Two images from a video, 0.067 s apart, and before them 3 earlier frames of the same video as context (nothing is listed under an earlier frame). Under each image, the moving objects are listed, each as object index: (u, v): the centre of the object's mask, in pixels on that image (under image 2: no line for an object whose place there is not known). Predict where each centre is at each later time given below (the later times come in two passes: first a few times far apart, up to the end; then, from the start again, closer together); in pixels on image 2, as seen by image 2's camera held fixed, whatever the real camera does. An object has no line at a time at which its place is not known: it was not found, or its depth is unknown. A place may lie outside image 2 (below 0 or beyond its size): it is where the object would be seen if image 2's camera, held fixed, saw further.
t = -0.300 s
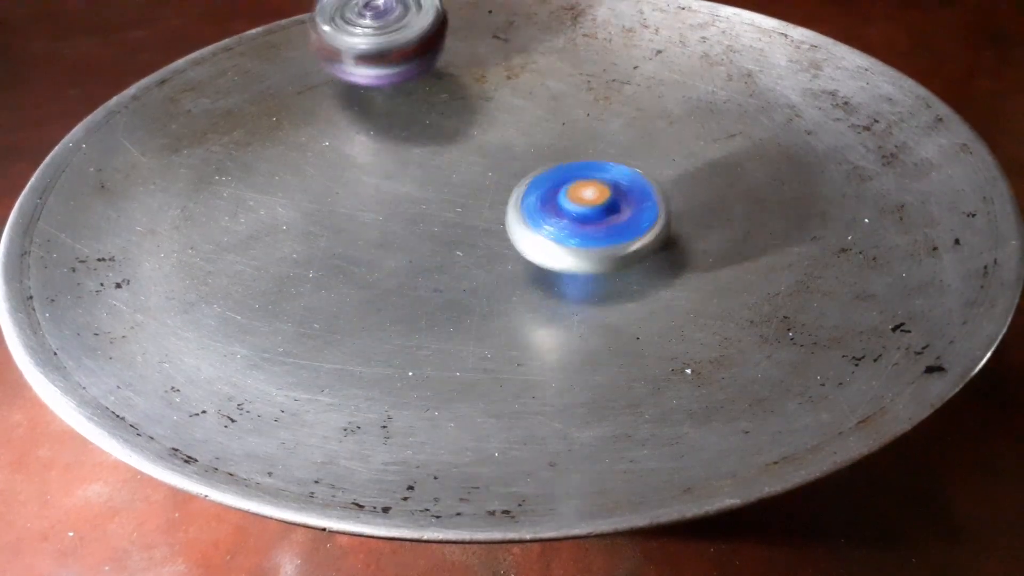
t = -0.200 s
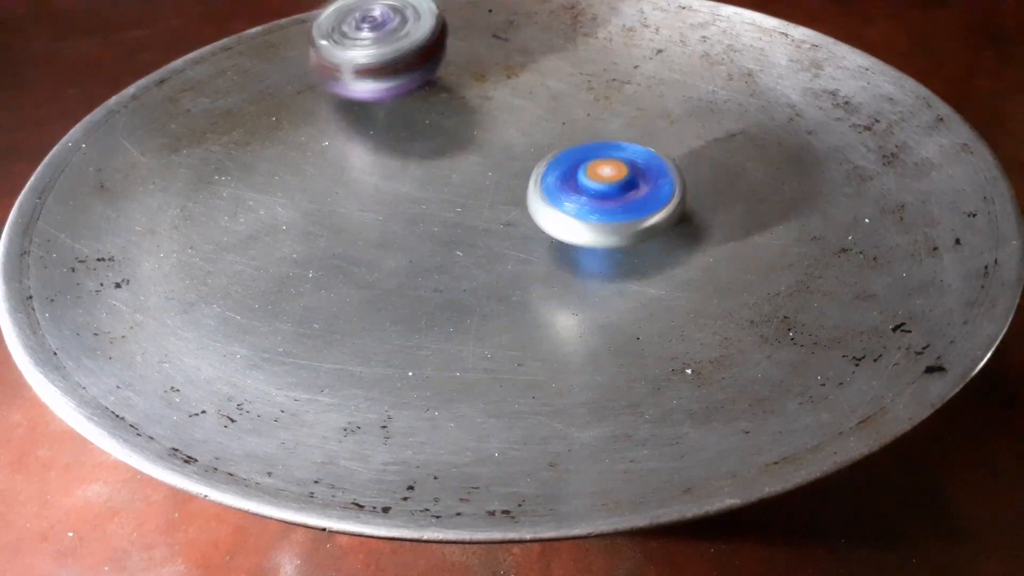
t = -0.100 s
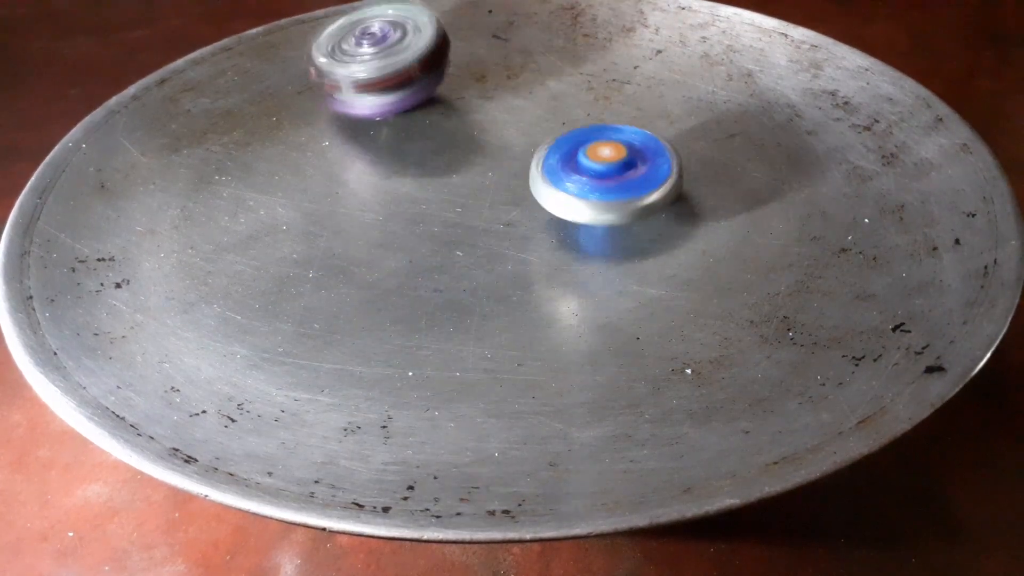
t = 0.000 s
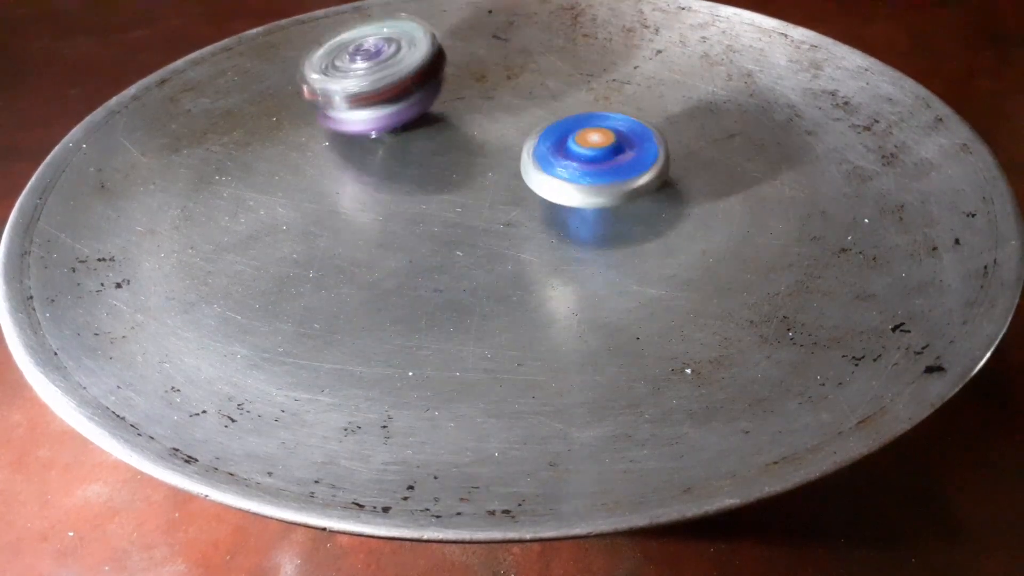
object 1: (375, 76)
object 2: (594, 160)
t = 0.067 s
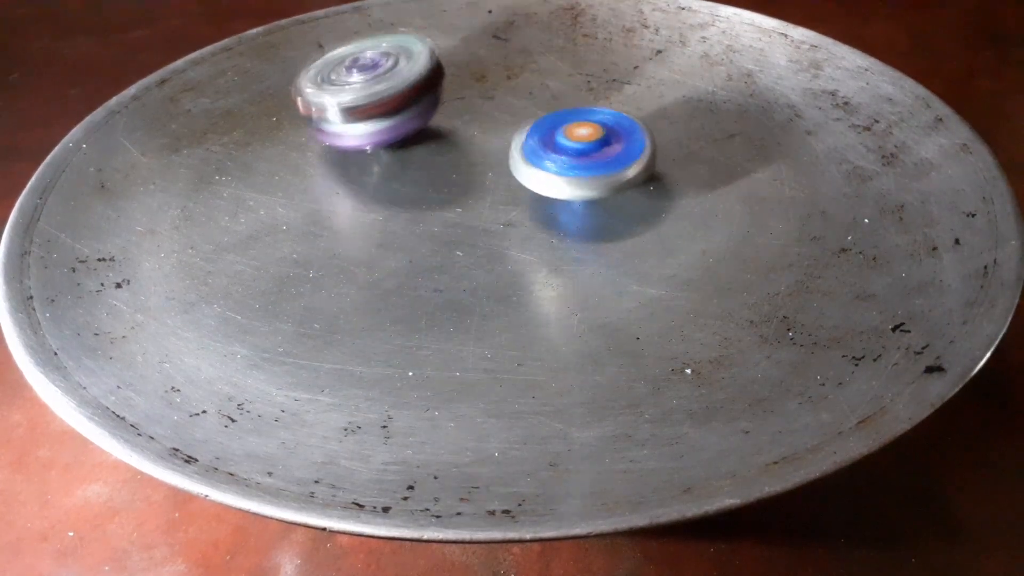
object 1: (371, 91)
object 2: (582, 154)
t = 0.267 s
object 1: (342, 136)
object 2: (524, 153)
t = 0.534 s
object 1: (294, 169)
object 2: (467, 186)
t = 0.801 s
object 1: (258, 171)
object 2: (477, 216)
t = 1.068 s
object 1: (294, 163)
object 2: (509, 216)
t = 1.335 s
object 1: (345, 163)
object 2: (523, 209)
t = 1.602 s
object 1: (352, 158)
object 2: (567, 192)
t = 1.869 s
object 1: (298, 143)
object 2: (649, 145)
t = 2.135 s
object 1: (328, 152)
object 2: (551, 120)
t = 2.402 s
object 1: (371, 173)
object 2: (478, 122)
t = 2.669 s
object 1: (275, 256)
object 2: (491, 93)
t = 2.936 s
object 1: (257, 257)
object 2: (411, 122)
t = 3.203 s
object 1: (335, 229)
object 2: (406, 152)
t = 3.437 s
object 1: (433, 225)
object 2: (553, 156)
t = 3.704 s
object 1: (477, 227)
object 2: (622, 169)
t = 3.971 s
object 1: (283, 249)
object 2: (602, 131)
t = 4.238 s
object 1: (322, 196)
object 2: (475, 151)
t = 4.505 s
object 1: (365, 189)
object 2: (458, 127)
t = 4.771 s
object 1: (401, 207)
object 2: (384, 123)
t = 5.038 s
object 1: (428, 210)
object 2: (355, 124)
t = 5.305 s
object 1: (490, 212)
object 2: (377, 145)
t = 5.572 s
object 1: (517, 217)
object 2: (425, 147)
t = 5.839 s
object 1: (518, 211)
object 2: (462, 135)
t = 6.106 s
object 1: (491, 226)
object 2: (482, 145)
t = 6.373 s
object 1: (405, 255)
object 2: (528, 145)
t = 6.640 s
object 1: (362, 208)
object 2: (492, 166)
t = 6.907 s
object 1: (298, 177)
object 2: (492, 170)
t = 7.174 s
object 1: (303, 178)
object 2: (470, 185)
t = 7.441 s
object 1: (310, 169)
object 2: (484, 199)
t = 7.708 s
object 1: (350, 165)
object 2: (528, 204)
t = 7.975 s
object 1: (347, 164)
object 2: (516, 186)
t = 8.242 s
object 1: (353, 160)
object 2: (501, 185)
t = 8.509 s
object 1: (359, 157)
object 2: (509, 186)
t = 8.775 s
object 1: (357, 154)
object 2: (508, 188)
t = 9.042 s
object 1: (365, 149)
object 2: (509, 191)
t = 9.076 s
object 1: (366, 149)
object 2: (505, 191)
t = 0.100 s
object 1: (368, 98)
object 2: (575, 151)
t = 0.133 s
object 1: (364, 106)
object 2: (566, 149)
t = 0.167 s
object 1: (360, 114)
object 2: (557, 149)
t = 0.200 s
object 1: (354, 122)
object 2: (546, 149)
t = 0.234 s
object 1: (348, 130)
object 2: (535, 151)
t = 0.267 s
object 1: (342, 136)
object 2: (524, 153)
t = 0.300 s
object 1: (335, 143)
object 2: (515, 156)
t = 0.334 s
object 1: (330, 150)
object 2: (507, 160)
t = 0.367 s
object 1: (324, 154)
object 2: (499, 163)
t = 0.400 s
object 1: (317, 158)
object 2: (493, 168)
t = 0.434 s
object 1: (311, 162)
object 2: (486, 173)
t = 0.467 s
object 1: (305, 165)
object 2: (479, 177)
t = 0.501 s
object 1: (299, 167)
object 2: (472, 182)
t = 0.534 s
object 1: (294, 169)
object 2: (467, 186)
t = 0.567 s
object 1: (288, 170)
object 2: (464, 190)
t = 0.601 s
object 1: (282, 170)
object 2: (462, 194)
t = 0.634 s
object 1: (277, 171)
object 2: (463, 198)
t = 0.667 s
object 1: (272, 171)
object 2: (465, 202)
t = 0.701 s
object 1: (267, 172)
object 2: (468, 206)
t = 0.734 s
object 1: (263, 172)
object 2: (471, 210)
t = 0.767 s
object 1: (260, 171)
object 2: (473, 212)
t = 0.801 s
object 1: (258, 171)
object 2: (477, 216)
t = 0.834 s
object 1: (257, 171)
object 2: (481, 218)
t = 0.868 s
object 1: (258, 170)
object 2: (485, 220)
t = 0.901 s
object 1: (259, 169)
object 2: (489, 221)
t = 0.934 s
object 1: (261, 167)
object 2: (493, 222)
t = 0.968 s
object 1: (266, 166)
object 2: (498, 222)
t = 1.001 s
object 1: (279, 164)
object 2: (507, 220)
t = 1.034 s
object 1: (285, 163)
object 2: (508, 218)
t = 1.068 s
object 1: (294, 163)
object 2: (509, 216)
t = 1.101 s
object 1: (301, 164)
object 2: (510, 214)
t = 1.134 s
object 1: (309, 164)
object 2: (510, 211)
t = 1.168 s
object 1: (318, 165)
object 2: (508, 208)
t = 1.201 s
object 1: (326, 166)
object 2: (506, 206)
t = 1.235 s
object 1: (335, 167)
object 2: (503, 204)
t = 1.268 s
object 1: (339, 164)
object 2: (506, 202)
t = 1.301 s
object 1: (339, 162)
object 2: (518, 205)
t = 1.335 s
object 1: (345, 163)
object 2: (523, 209)
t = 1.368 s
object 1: (353, 164)
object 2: (527, 211)
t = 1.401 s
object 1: (361, 165)
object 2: (528, 209)
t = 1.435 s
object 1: (367, 165)
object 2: (527, 205)
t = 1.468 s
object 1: (365, 163)
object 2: (538, 204)
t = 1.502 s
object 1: (368, 163)
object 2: (544, 202)
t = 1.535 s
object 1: (372, 164)
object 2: (544, 199)
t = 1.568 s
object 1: (378, 165)
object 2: (540, 195)
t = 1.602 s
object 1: (352, 158)
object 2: (567, 192)
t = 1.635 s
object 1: (320, 150)
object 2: (615, 190)
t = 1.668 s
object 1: (301, 144)
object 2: (652, 184)
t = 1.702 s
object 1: (298, 142)
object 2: (675, 179)
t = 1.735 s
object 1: (298, 143)
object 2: (683, 172)
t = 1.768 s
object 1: (299, 143)
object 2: (680, 164)
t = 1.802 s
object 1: (298, 144)
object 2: (670, 158)
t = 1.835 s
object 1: (298, 143)
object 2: (661, 152)
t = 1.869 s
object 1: (298, 143)
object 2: (649, 145)
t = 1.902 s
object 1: (299, 144)
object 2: (637, 140)
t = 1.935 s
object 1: (302, 145)
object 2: (625, 135)
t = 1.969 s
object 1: (304, 144)
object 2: (612, 131)
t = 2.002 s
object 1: (307, 146)
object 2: (601, 128)
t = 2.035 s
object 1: (311, 147)
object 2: (590, 126)
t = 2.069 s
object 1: (316, 149)
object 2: (576, 123)
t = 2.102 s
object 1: (323, 150)
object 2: (563, 121)
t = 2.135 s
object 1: (328, 152)
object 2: (551, 120)
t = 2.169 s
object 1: (334, 153)
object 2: (538, 119)
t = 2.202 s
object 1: (338, 155)
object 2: (528, 119)
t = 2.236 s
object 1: (345, 158)
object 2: (515, 120)
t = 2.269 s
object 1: (351, 161)
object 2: (503, 121)
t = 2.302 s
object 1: (356, 163)
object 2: (493, 121)
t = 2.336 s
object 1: (361, 165)
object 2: (489, 122)
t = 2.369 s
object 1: (365, 169)
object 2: (483, 121)
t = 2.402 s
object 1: (371, 173)
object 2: (478, 122)
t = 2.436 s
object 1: (346, 183)
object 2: (474, 110)
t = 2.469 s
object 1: (319, 202)
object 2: (483, 107)
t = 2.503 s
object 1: (303, 213)
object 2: (491, 100)
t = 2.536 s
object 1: (292, 224)
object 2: (499, 95)
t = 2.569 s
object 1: (286, 234)
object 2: (503, 90)
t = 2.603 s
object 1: (282, 243)
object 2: (503, 89)
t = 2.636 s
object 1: (280, 251)
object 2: (499, 91)
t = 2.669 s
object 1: (275, 256)
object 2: (491, 93)
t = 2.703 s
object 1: (271, 259)
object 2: (481, 95)
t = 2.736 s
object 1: (266, 261)
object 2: (471, 97)
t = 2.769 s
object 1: (264, 260)
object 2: (461, 100)
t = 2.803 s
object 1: (261, 262)
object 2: (449, 104)
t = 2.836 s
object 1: (257, 263)
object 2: (439, 108)
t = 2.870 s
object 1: (256, 261)
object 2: (428, 112)
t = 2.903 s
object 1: (256, 259)
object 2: (419, 117)
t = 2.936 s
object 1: (257, 257)
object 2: (411, 122)
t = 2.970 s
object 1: (261, 255)
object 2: (405, 127)
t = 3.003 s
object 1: (266, 253)
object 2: (399, 132)
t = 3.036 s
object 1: (271, 250)
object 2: (394, 138)
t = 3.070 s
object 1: (278, 248)
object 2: (390, 144)
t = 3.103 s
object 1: (287, 246)
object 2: (388, 149)
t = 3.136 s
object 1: (300, 241)
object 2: (391, 150)
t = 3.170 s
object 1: (317, 235)
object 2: (397, 151)
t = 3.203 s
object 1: (335, 229)
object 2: (406, 152)
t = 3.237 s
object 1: (348, 217)
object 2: (424, 146)
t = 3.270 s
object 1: (359, 223)
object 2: (435, 147)
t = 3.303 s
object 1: (377, 225)
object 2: (448, 149)
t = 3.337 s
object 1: (407, 227)
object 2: (461, 145)
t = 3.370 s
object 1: (415, 213)
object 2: (503, 145)
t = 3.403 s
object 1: (424, 226)
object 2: (522, 146)
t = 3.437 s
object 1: (433, 225)
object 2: (553, 156)
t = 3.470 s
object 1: (445, 236)
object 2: (574, 156)
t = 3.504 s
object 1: (458, 234)
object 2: (605, 168)
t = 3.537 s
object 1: (464, 232)
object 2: (625, 170)
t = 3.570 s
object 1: (467, 228)
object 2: (636, 165)
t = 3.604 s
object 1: (470, 227)
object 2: (639, 165)
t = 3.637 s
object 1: (474, 226)
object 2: (636, 167)
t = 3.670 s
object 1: (475, 228)
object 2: (630, 169)
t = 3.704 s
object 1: (477, 227)
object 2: (622, 169)
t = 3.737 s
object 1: (479, 227)
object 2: (611, 168)
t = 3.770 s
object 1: (480, 226)
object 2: (599, 167)
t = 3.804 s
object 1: (474, 222)
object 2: (592, 162)
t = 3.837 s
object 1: (423, 236)
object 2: (590, 158)
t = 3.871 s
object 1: (378, 236)
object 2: (600, 149)
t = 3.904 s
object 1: (335, 240)
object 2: (610, 137)
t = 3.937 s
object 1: (299, 247)
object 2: (610, 133)
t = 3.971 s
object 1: (283, 249)
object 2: (602, 131)
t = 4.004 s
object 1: (279, 245)
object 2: (590, 132)
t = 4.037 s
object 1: (278, 240)
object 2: (575, 133)
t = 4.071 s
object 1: (279, 233)
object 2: (558, 136)
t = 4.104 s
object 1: (283, 228)
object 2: (541, 139)
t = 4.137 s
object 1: (288, 219)
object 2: (523, 142)
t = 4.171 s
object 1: (297, 211)
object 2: (507, 145)
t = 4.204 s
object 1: (308, 203)
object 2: (492, 147)
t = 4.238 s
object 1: (322, 196)
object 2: (475, 151)
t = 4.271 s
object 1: (333, 187)
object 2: (469, 148)
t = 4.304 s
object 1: (326, 182)
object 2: (472, 142)
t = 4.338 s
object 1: (328, 179)
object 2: (475, 139)
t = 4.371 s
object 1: (337, 181)
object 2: (473, 139)
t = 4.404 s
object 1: (344, 185)
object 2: (470, 135)
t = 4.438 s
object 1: (353, 184)
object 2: (468, 134)
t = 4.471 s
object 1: (361, 184)
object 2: (464, 131)
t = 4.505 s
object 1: (365, 189)
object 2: (458, 127)
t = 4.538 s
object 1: (375, 194)
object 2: (447, 121)
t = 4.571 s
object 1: (381, 197)
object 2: (433, 117)
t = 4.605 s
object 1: (388, 200)
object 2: (419, 116)
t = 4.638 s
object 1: (392, 205)
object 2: (408, 118)
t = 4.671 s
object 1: (396, 205)
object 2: (398, 117)
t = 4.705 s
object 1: (397, 207)
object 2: (391, 119)
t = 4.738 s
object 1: (397, 208)
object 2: (388, 122)
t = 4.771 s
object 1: (401, 207)
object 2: (384, 123)
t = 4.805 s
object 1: (405, 209)
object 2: (381, 123)
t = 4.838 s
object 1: (411, 210)
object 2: (378, 124)
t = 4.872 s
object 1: (417, 211)
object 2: (375, 122)
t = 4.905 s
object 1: (420, 211)
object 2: (369, 121)
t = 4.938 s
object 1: (423, 213)
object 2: (364, 121)
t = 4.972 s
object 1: (423, 214)
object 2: (361, 121)
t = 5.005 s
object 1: (424, 211)
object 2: (358, 122)
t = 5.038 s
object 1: (428, 210)
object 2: (355, 124)
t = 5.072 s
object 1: (434, 212)
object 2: (354, 126)
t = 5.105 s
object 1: (443, 210)
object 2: (354, 128)
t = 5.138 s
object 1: (451, 210)
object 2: (357, 131)
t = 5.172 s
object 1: (460, 209)
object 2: (359, 134)
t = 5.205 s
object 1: (468, 209)
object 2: (362, 137)
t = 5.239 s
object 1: (475, 211)
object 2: (366, 139)
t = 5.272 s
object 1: (483, 212)
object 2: (371, 142)
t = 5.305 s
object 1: (490, 212)
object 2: (377, 145)
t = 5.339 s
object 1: (494, 213)
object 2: (383, 147)
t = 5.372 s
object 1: (494, 214)
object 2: (388, 149)
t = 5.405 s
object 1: (495, 213)
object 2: (394, 150)
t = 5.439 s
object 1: (497, 212)
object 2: (400, 151)
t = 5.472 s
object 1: (503, 211)
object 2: (406, 153)
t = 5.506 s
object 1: (511, 212)
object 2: (411, 150)
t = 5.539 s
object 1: (514, 216)
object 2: (419, 149)
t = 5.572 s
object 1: (517, 217)
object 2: (425, 147)
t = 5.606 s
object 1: (518, 219)
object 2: (432, 146)
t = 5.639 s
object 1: (518, 218)
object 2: (437, 146)
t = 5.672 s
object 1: (517, 214)
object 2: (439, 145)
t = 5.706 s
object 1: (517, 209)
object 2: (442, 140)
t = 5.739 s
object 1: (512, 210)
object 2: (453, 136)
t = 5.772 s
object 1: (511, 209)
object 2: (458, 135)
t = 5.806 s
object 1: (516, 209)
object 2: (460, 135)
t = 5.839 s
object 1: (518, 211)
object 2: (462, 135)
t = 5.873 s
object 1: (519, 215)
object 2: (461, 135)
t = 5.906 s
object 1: (517, 215)
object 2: (464, 136)
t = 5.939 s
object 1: (512, 215)
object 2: (466, 136)
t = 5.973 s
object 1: (507, 218)
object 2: (469, 137)
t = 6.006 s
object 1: (501, 220)
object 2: (475, 135)
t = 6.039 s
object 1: (501, 222)
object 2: (480, 137)
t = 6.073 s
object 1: (499, 224)
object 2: (480, 139)
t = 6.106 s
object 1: (491, 226)
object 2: (482, 145)
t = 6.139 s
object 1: (479, 236)
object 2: (499, 143)
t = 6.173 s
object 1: (474, 239)
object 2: (501, 146)
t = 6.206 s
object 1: (472, 235)
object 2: (503, 150)
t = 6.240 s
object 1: (471, 241)
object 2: (503, 156)
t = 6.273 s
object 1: (466, 242)
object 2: (503, 161)
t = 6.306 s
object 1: (441, 250)
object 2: (517, 156)
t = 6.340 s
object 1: (419, 255)
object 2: (525, 149)
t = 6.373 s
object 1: (405, 255)
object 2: (528, 145)
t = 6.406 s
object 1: (391, 250)
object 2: (528, 145)
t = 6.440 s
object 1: (376, 241)
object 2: (523, 148)
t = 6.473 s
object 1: (366, 241)
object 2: (518, 151)
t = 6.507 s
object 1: (357, 234)
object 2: (512, 154)
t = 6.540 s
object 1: (350, 227)
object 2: (504, 158)
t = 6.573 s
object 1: (352, 222)
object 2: (497, 162)
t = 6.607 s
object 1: (363, 217)
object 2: (490, 166)
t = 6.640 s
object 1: (362, 208)
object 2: (492, 166)
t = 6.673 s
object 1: (356, 200)
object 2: (496, 165)
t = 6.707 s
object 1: (351, 194)
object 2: (495, 165)
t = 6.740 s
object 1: (341, 190)
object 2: (496, 165)
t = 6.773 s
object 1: (330, 188)
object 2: (500, 166)
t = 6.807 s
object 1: (320, 182)
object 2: (499, 166)
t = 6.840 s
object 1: (311, 179)
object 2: (497, 167)
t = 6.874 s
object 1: (302, 177)
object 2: (495, 169)
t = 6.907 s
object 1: (298, 177)
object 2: (492, 170)
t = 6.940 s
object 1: (295, 178)
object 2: (488, 172)
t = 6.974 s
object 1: (294, 178)
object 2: (484, 173)
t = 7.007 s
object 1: (294, 178)
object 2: (479, 175)
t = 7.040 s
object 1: (296, 177)
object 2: (475, 177)
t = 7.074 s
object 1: (300, 176)
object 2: (471, 178)
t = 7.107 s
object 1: (306, 175)
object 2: (468, 180)
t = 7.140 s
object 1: (305, 176)
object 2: (470, 182)
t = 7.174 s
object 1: (303, 178)
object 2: (470, 185)
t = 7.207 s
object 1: (303, 178)
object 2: (468, 187)
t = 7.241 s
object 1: (304, 177)
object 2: (466, 189)
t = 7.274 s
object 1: (306, 177)
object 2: (466, 191)
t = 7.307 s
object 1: (301, 175)
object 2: (472, 193)
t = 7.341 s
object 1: (300, 175)
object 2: (480, 196)
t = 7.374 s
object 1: (301, 174)
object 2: (481, 198)
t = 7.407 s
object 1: (305, 172)
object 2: (483, 199)
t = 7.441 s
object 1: (310, 169)
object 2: (484, 199)
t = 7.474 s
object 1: (316, 167)
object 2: (483, 200)
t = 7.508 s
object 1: (325, 165)
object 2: (483, 200)
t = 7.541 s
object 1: (325, 160)
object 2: (502, 204)
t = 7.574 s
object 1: (331, 160)
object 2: (515, 207)
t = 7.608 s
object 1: (339, 161)
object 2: (521, 207)
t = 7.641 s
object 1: (347, 162)
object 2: (525, 207)
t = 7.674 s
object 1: (350, 163)
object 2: (527, 205)
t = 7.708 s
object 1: (350, 165)
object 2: (528, 204)
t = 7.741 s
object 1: (348, 165)
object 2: (530, 202)
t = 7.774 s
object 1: (345, 164)
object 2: (530, 199)
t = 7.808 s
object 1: (344, 164)
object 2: (529, 197)
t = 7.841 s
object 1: (341, 163)
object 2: (529, 195)
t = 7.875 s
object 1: (342, 164)
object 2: (527, 192)
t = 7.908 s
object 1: (344, 164)
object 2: (523, 190)
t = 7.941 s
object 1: (346, 164)
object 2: (519, 188)
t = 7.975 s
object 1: (347, 164)
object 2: (516, 186)
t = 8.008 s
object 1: (350, 165)
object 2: (510, 183)
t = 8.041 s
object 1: (345, 161)
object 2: (512, 184)
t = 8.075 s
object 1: (341, 161)
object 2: (513, 185)
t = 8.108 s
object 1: (340, 162)
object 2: (511, 184)
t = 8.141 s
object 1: (341, 162)
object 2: (508, 185)
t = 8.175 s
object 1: (346, 161)
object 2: (504, 185)
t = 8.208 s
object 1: (350, 160)
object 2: (502, 184)
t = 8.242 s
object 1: (353, 160)
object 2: (501, 185)
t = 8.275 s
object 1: (346, 158)
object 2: (510, 186)
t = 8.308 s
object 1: (343, 160)
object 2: (514, 187)
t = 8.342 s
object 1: (342, 160)
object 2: (514, 188)
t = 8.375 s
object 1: (344, 159)
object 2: (513, 188)
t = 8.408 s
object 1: (348, 158)
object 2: (511, 187)
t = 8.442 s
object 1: (354, 157)
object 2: (509, 187)
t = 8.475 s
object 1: (358, 156)
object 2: (509, 186)
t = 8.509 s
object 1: (359, 157)
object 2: (509, 186)
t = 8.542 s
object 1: (355, 158)
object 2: (514, 187)
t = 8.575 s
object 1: (351, 159)
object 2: (515, 187)
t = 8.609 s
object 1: (349, 160)
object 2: (513, 188)
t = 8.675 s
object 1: (351, 159)
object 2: (511, 188)
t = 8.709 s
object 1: (355, 157)
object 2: (509, 189)
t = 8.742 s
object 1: (359, 157)
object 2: (508, 189)
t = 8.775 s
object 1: (357, 154)
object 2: (508, 188)
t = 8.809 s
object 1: (353, 153)
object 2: (518, 191)
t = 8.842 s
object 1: (351, 153)
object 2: (523, 193)
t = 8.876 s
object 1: (352, 154)
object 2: (523, 193)
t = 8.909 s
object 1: (352, 154)
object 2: (521, 194)
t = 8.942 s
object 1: (355, 152)
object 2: (518, 193)
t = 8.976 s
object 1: (358, 151)
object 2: (515, 193)
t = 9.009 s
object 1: (363, 150)
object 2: (513, 192)
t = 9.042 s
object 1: (365, 149)
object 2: (509, 191)
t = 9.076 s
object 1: (366, 149)
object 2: (505, 191)
